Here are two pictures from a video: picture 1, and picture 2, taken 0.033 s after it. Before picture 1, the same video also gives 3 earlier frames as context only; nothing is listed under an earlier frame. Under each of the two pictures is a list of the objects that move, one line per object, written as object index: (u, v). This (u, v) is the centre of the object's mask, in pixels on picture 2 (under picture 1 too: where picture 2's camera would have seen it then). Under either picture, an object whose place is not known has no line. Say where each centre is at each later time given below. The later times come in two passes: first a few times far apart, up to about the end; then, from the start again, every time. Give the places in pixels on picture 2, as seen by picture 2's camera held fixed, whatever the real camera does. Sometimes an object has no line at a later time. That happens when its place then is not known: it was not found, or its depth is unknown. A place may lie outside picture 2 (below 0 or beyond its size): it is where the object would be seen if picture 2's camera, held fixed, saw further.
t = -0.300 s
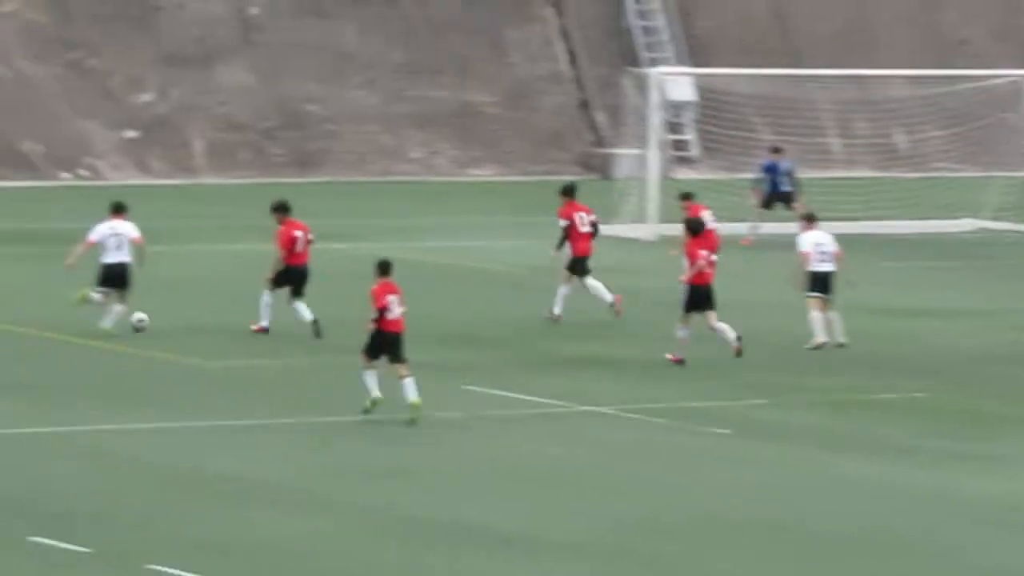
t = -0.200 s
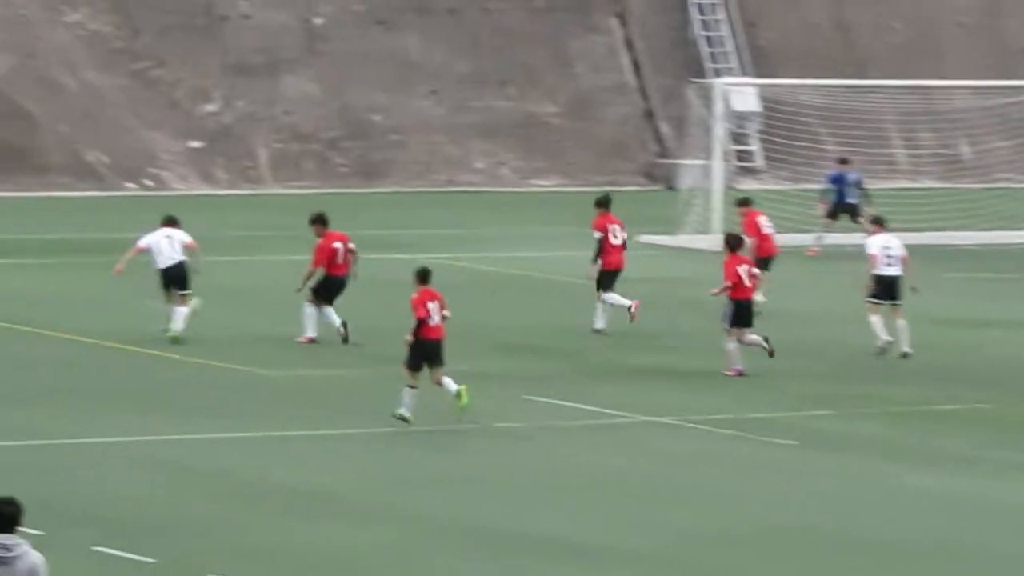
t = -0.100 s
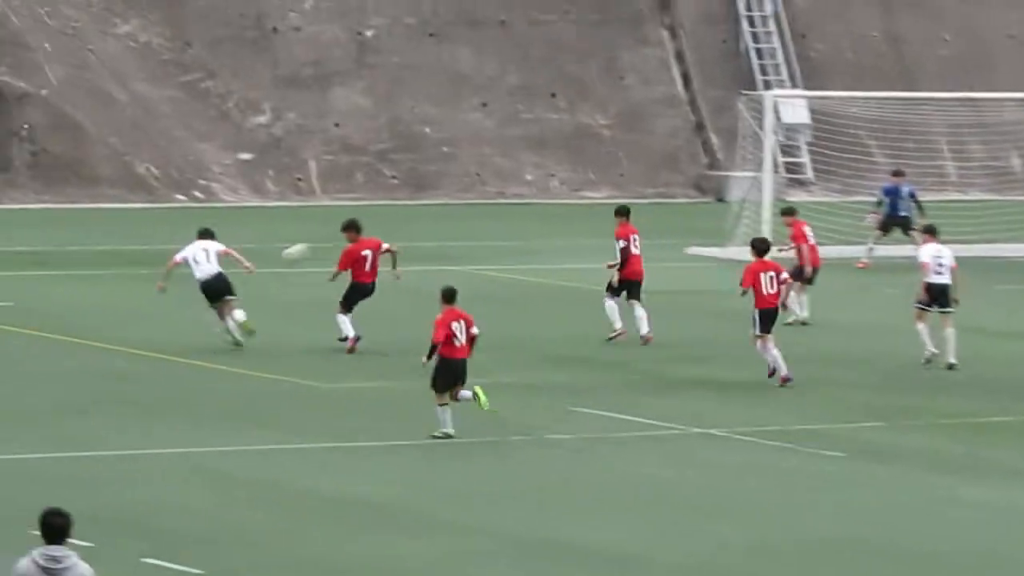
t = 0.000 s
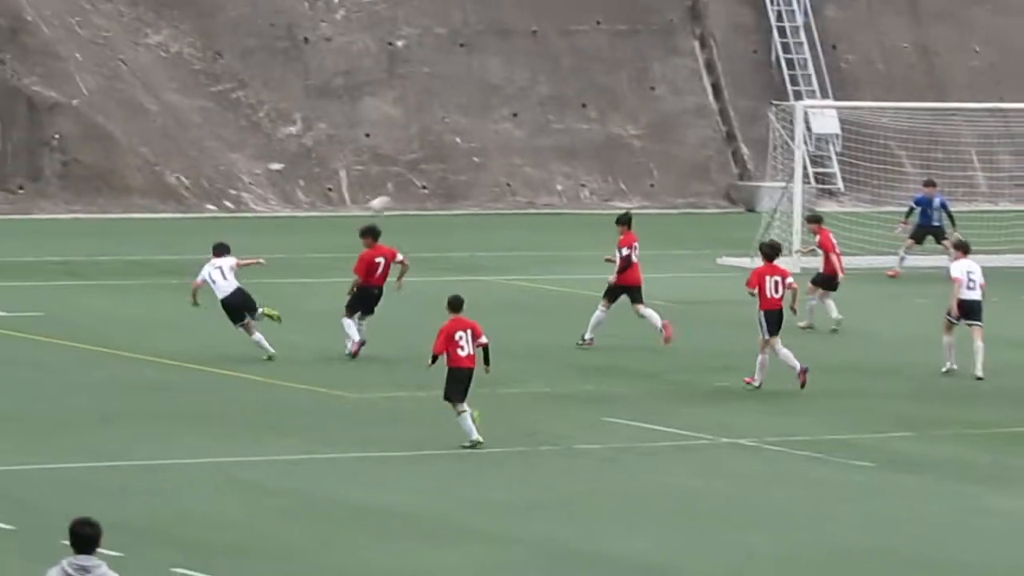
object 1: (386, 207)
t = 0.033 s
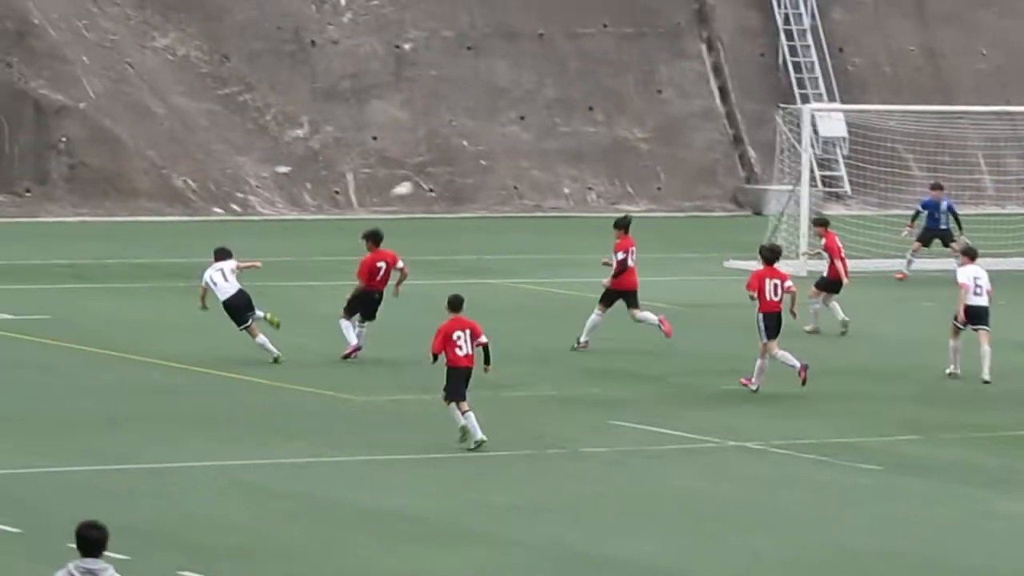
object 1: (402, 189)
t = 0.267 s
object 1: (512, 93)
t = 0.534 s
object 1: (619, 31)
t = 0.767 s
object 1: (700, 14)
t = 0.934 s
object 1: (755, 20)
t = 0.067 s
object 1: (420, 173)
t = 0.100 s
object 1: (435, 158)
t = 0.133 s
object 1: (452, 143)
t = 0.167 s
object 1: (466, 130)
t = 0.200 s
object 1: (482, 116)
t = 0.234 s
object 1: (497, 106)
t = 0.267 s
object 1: (512, 93)
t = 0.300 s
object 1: (526, 83)
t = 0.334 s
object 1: (540, 73)
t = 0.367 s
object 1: (554, 64)
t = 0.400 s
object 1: (567, 57)
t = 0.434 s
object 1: (580, 49)
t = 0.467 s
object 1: (593, 43)
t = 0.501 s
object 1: (606, 36)
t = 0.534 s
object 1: (619, 31)
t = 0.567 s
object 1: (631, 27)
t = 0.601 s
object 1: (643, 23)
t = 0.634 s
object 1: (655, 20)
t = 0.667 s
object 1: (666, 17)
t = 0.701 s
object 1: (679, 14)
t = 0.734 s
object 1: (689, 14)
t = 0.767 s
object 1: (700, 14)
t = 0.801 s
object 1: (711, 13)
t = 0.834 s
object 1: (722, 14)
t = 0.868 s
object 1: (734, 16)
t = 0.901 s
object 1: (744, 17)
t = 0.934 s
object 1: (755, 20)
